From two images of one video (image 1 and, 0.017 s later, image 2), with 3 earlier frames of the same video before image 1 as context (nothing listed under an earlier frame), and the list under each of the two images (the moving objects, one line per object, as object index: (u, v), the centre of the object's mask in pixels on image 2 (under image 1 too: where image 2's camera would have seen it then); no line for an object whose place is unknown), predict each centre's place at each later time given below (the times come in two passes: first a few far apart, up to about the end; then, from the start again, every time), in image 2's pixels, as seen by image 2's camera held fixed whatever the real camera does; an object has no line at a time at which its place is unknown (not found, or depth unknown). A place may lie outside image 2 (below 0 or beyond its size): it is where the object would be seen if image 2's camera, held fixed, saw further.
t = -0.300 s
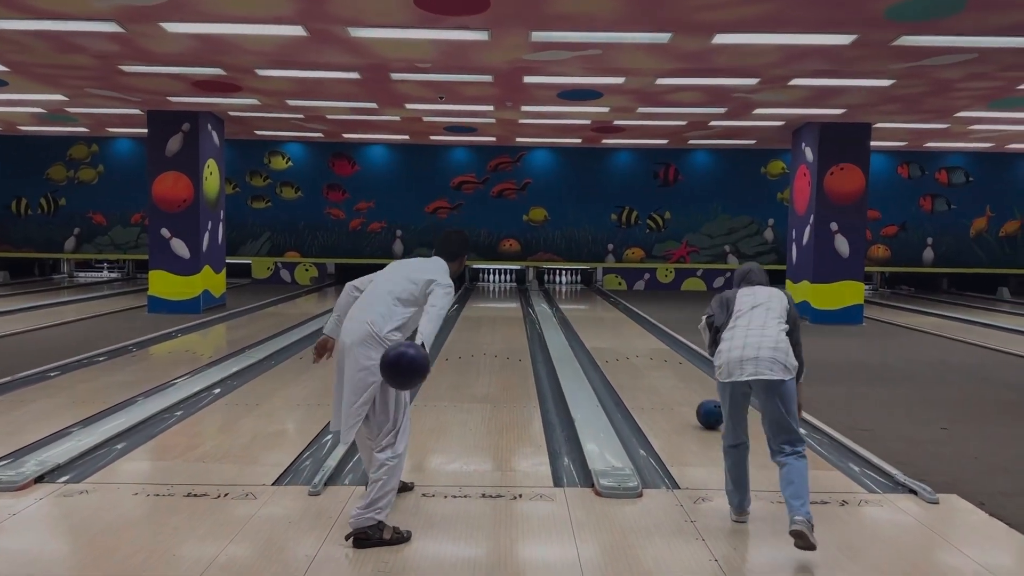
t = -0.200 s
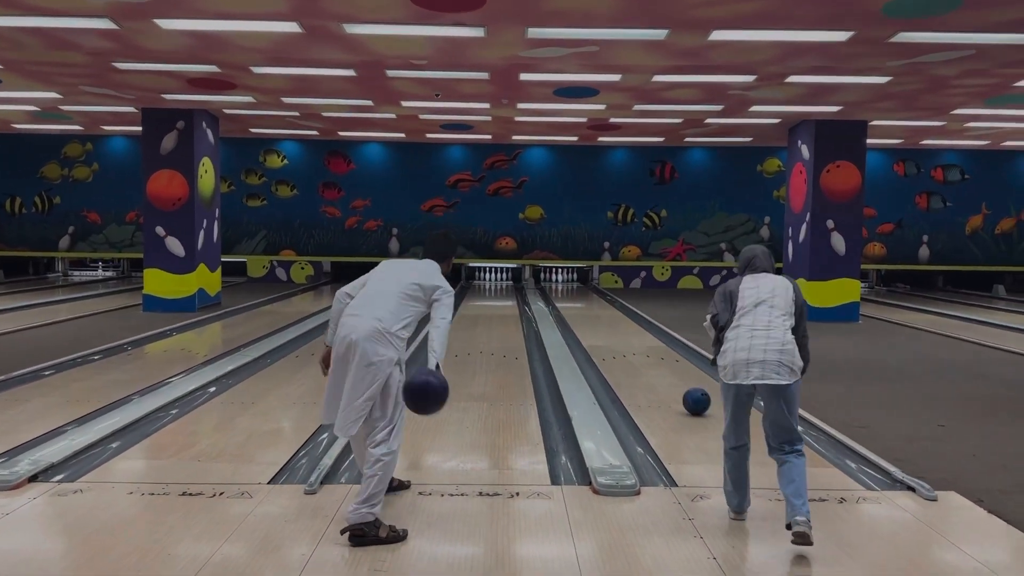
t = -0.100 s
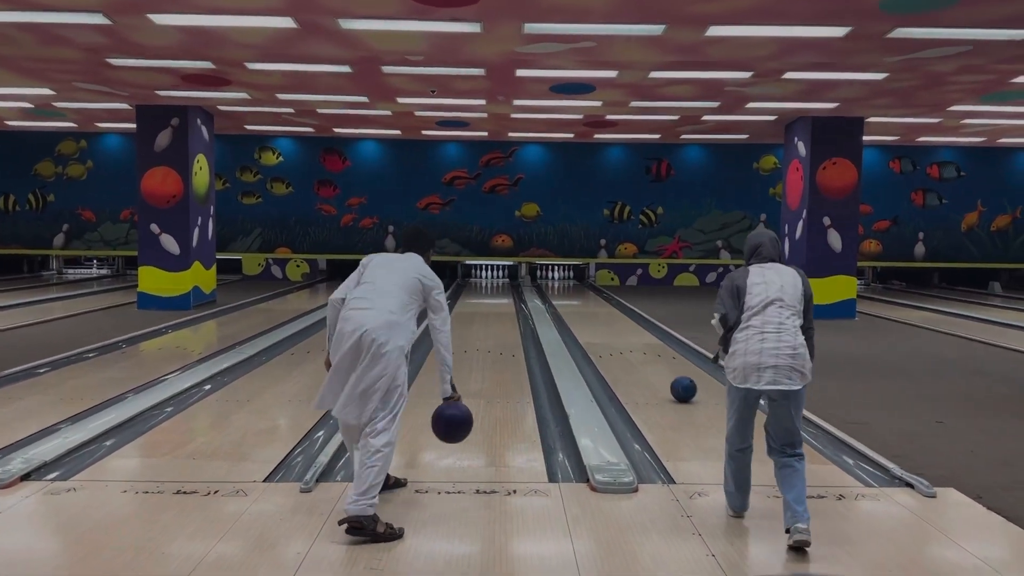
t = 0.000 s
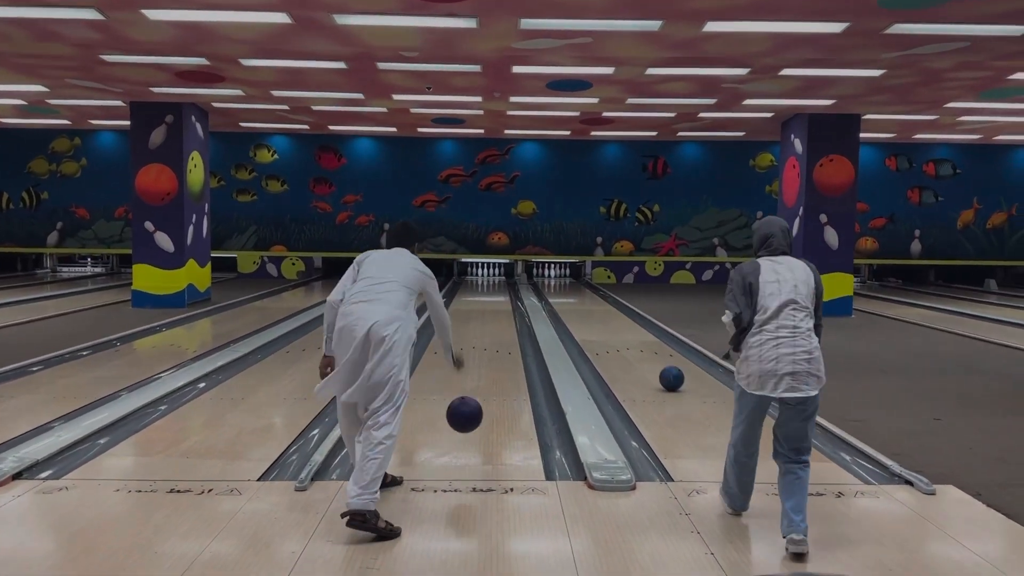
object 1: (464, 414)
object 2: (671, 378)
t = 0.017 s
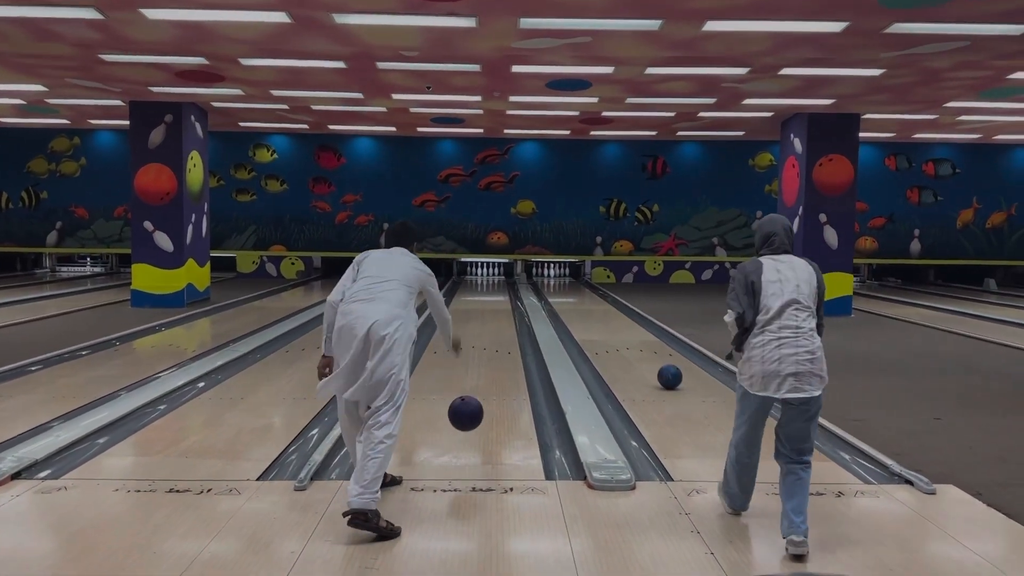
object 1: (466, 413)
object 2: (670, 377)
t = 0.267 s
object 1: (483, 387)
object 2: (651, 361)
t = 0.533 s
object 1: (493, 352)
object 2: (636, 348)
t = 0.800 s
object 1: (499, 330)
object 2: (624, 338)
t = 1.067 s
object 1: (503, 315)
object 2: (614, 329)
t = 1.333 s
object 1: (505, 303)
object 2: (607, 323)
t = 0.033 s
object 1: (467, 413)
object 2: (668, 375)
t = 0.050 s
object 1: (469, 413)
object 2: (667, 374)
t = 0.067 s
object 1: (470, 414)
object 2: (666, 373)
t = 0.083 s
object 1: (471, 415)
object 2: (664, 372)
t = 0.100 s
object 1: (473, 416)
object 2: (663, 371)
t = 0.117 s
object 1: (474, 417)
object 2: (662, 370)
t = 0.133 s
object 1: (475, 412)
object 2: (661, 369)
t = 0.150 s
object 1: (476, 407)
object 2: (659, 368)
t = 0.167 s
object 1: (477, 403)
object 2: (658, 367)
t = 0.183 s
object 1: (478, 399)
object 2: (657, 366)
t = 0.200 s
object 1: (479, 396)
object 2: (656, 365)
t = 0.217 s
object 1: (480, 394)
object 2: (655, 364)
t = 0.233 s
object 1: (481, 392)
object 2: (654, 363)
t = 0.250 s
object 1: (482, 389)
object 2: (652, 362)
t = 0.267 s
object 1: (483, 387)
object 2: (651, 361)
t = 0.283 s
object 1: (484, 384)
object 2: (650, 360)
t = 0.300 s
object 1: (485, 381)
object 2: (649, 359)
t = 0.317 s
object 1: (485, 379)
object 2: (648, 358)
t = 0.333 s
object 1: (486, 376)
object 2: (647, 357)
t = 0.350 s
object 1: (487, 374)
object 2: (646, 356)
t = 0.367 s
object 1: (488, 372)
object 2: (645, 355)
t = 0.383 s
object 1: (488, 370)
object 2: (644, 355)
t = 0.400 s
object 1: (489, 367)
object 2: (643, 354)
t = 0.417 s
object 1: (490, 365)
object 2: (642, 353)
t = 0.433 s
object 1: (490, 363)
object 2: (641, 352)
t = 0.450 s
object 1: (491, 361)
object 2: (640, 351)
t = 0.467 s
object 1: (491, 359)
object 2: (639, 351)
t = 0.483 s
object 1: (492, 357)
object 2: (639, 350)
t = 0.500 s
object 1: (492, 356)
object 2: (638, 349)
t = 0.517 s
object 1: (493, 354)
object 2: (636, 349)
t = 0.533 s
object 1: (493, 352)
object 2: (636, 348)
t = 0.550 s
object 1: (494, 350)
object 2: (635, 347)
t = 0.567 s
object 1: (494, 349)
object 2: (634, 346)
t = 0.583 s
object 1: (495, 347)
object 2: (634, 346)
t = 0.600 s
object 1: (495, 346)
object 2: (632, 345)
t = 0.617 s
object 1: (495, 344)
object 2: (632, 344)
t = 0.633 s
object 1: (496, 343)
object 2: (631, 344)
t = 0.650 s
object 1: (496, 341)
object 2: (630, 343)
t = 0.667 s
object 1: (497, 340)
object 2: (629, 342)
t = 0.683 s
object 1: (497, 339)
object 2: (629, 342)
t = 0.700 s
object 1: (497, 337)
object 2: (628, 341)
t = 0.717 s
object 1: (498, 336)
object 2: (627, 340)
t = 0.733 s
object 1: (498, 335)
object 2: (626, 340)
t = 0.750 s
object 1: (498, 334)
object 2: (626, 339)
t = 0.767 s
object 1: (499, 332)
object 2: (625, 339)
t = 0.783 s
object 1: (499, 331)
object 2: (624, 338)
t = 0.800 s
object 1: (499, 330)
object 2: (624, 338)
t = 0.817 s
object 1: (500, 329)
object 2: (623, 337)
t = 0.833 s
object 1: (500, 328)
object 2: (622, 336)
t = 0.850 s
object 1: (500, 327)
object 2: (622, 336)
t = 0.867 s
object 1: (501, 326)
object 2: (621, 335)
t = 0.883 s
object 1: (501, 325)
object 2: (620, 335)
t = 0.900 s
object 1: (501, 324)
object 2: (620, 334)
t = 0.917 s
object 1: (501, 323)
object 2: (619, 334)
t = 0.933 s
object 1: (501, 322)
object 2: (619, 333)
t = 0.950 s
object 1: (502, 321)
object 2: (618, 333)
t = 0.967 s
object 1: (502, 320)
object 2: (617, 332)
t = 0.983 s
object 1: (502, 319)
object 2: (617, 332)
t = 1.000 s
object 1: (502, 318)
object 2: (616, 331)
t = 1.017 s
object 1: (502, 317)
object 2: (616, 331)
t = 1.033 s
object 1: (503, 316)
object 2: (615, 330)
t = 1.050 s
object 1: (503, 315)
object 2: (615, 330)
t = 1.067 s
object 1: (503, 315)
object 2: (614, 329)
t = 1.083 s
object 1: (503, 314)
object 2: (613, 329)
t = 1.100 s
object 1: (503, 313)
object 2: (613, 329)
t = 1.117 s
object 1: (504, 312)
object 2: (613, 328)
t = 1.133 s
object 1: (504, 311)
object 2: (612, 327)
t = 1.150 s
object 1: (504, 311)
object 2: (612, 327)
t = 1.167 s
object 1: (504, 310)
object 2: (611, 327)
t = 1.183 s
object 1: (504, 309)
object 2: (610, 326)
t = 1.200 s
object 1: (504, 308)
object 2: (610, 326)
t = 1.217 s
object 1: (505, 308)
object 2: (610, 325)
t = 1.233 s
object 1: (505, 307)
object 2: (609, 325)
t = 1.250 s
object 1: (505, 306)
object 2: (609, 324)
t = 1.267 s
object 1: (505, 305)
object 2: (608, 324)
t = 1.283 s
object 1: (505, 305)
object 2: (608, 324)
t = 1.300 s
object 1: (505, 304)
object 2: (608, 323)
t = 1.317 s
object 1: (505, 304)
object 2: (607, 323)
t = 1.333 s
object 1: (505, 303)
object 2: (607, 323)
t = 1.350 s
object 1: (506, 303)
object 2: (607, 322)
